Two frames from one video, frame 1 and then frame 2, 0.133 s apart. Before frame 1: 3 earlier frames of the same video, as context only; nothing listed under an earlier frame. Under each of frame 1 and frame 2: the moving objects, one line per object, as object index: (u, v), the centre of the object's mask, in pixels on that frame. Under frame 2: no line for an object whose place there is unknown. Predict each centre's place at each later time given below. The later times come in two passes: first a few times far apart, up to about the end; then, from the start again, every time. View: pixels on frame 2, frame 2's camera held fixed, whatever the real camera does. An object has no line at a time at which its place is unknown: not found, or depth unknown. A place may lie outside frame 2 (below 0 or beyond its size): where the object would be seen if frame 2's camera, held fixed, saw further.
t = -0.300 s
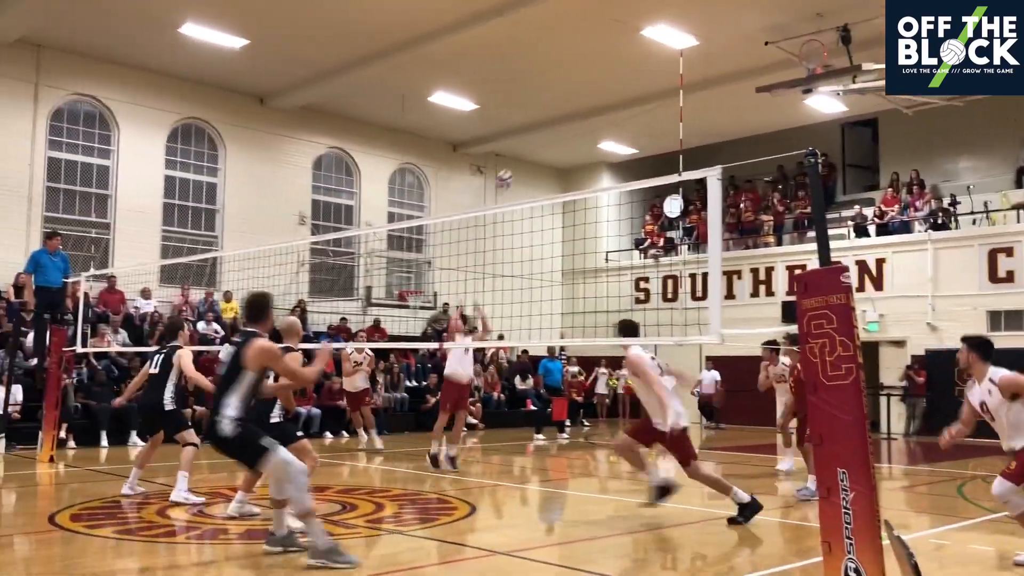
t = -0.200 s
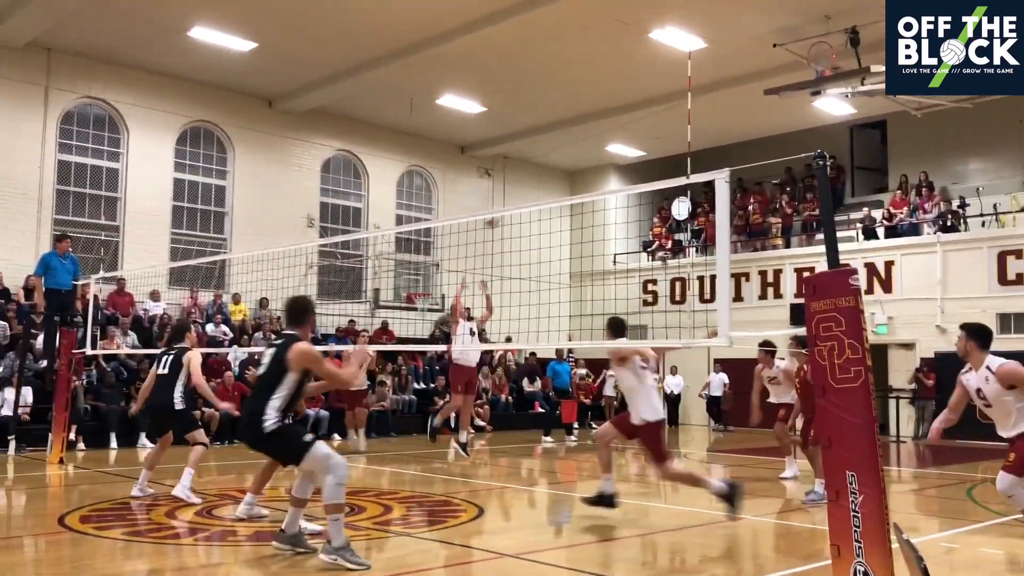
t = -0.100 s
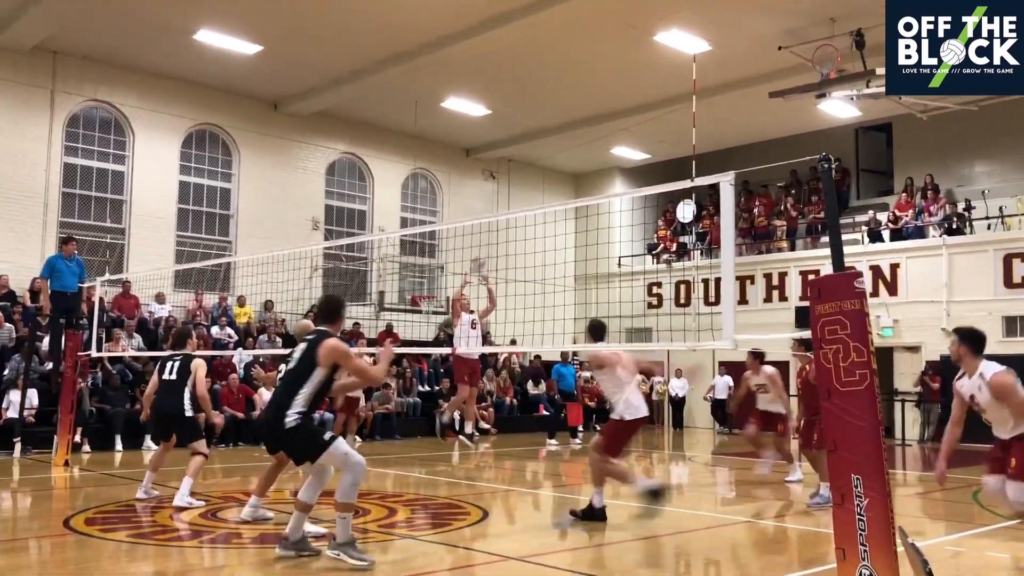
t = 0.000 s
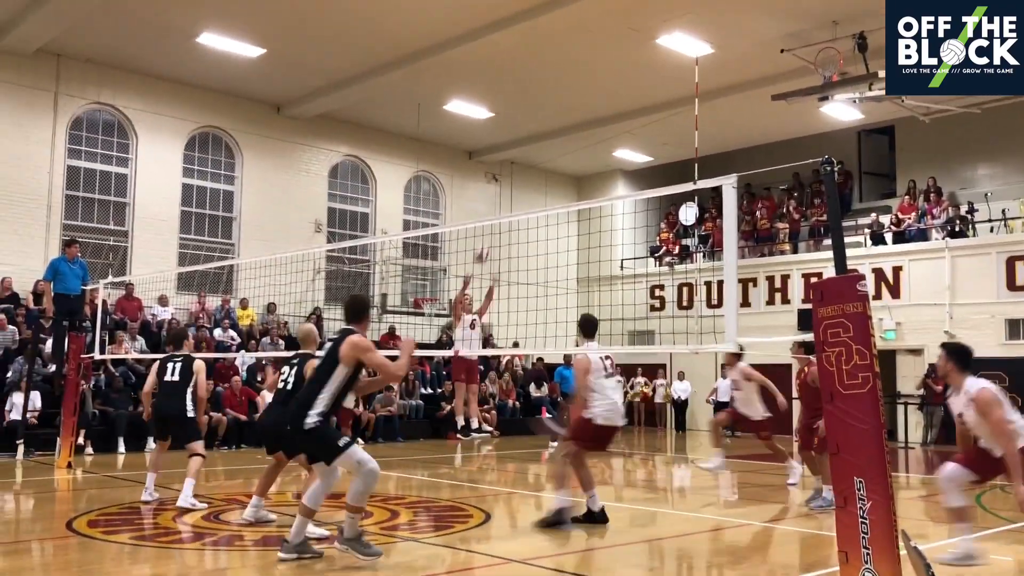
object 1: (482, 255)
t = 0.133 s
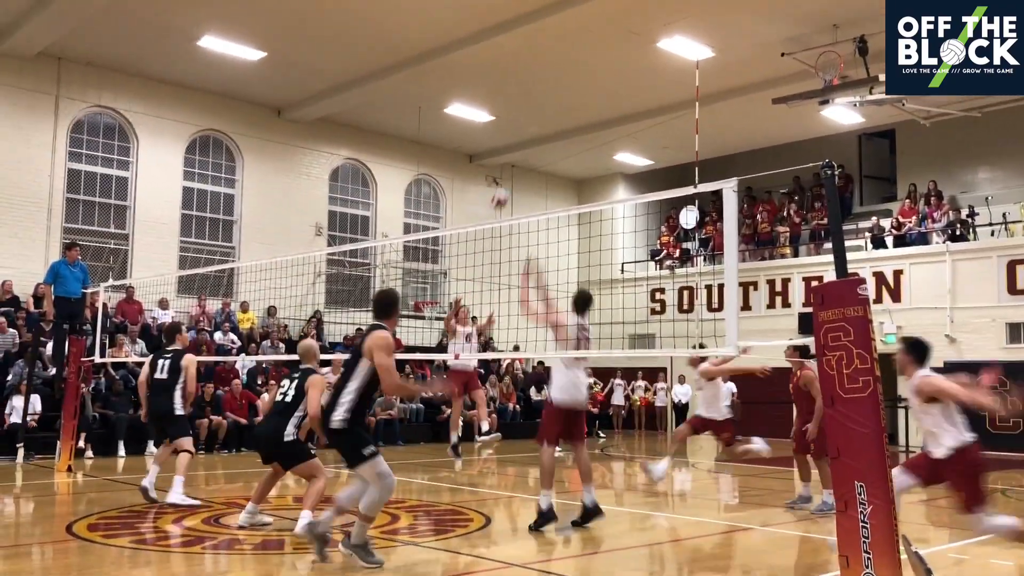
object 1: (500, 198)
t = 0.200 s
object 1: (511, 172)
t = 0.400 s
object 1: (544, 105)
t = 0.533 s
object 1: (569, 76)
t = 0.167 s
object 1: (505, 185)
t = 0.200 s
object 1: (511, 172)
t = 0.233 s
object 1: (516, 160)
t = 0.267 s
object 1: (522, 147)
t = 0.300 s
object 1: (528, 136)
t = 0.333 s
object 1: (533, 126)
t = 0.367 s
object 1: (539, 115)
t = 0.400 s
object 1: (544, 105)
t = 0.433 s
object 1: (550, 97)
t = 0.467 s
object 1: (556, 89)
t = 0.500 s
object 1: (562, 82)
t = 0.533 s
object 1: (569, 76)
